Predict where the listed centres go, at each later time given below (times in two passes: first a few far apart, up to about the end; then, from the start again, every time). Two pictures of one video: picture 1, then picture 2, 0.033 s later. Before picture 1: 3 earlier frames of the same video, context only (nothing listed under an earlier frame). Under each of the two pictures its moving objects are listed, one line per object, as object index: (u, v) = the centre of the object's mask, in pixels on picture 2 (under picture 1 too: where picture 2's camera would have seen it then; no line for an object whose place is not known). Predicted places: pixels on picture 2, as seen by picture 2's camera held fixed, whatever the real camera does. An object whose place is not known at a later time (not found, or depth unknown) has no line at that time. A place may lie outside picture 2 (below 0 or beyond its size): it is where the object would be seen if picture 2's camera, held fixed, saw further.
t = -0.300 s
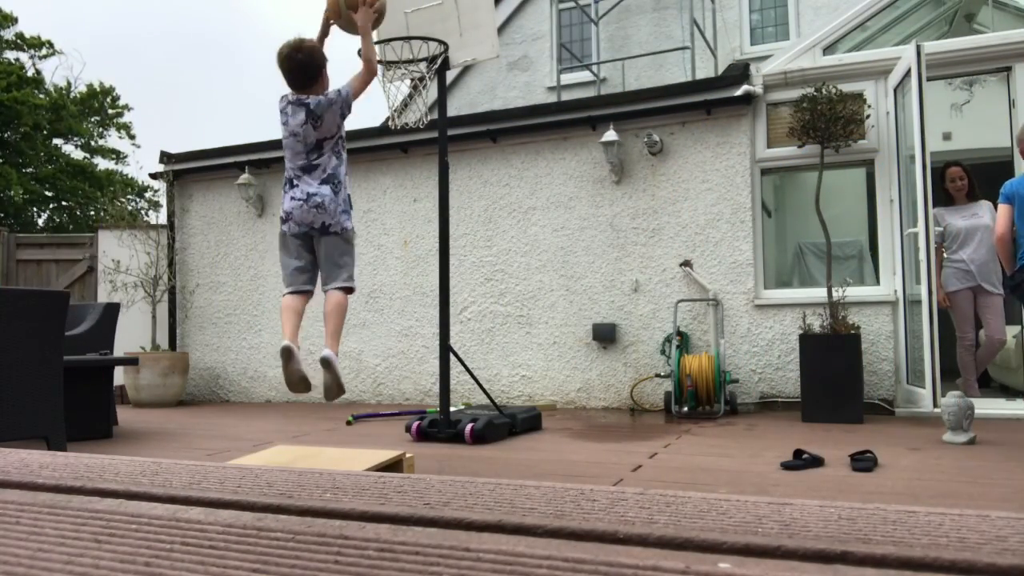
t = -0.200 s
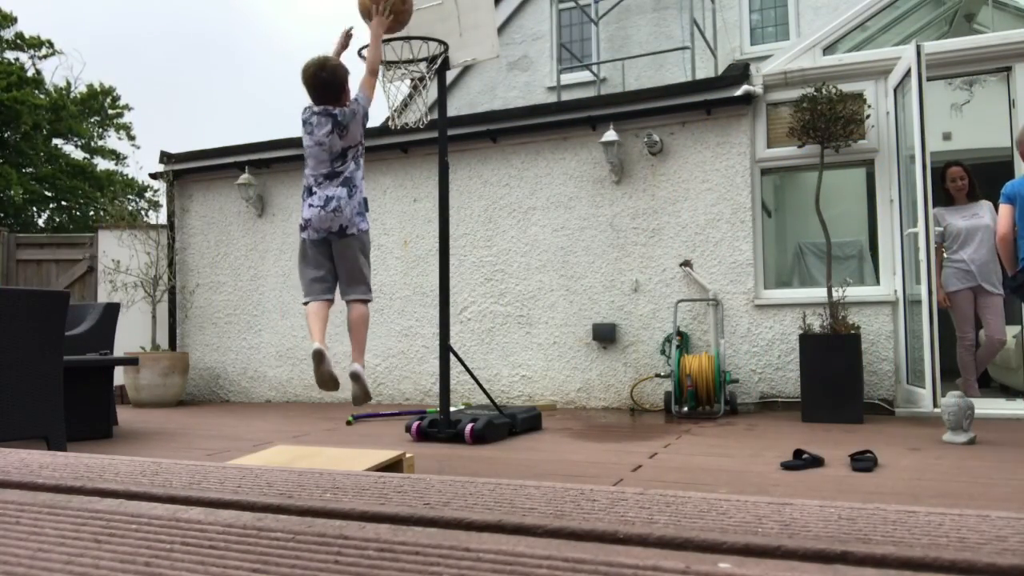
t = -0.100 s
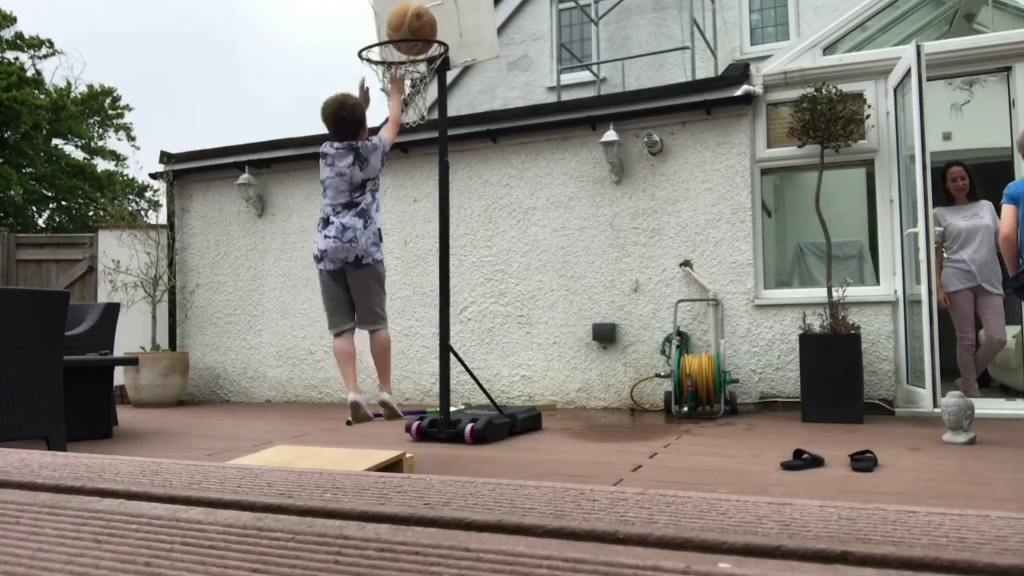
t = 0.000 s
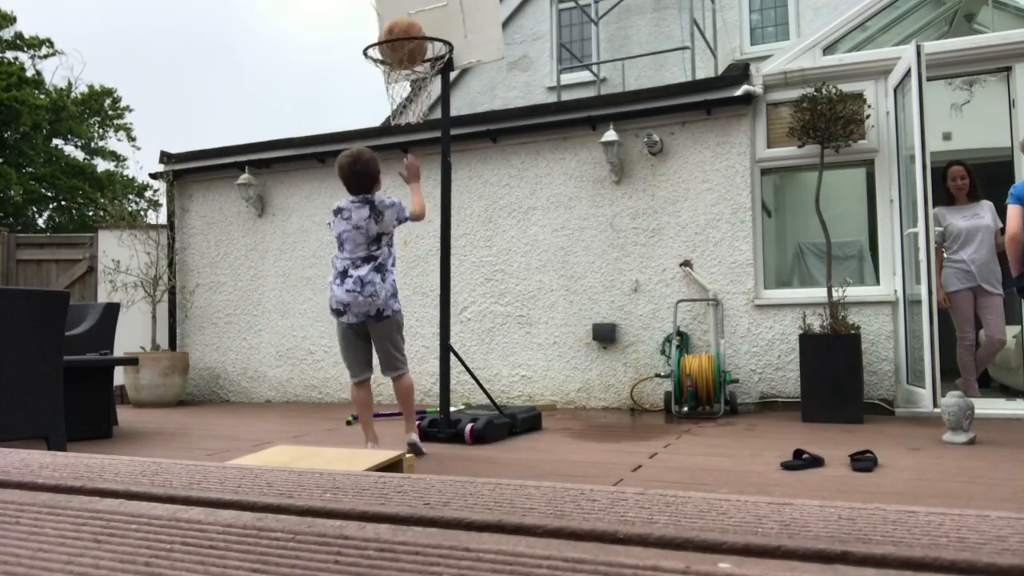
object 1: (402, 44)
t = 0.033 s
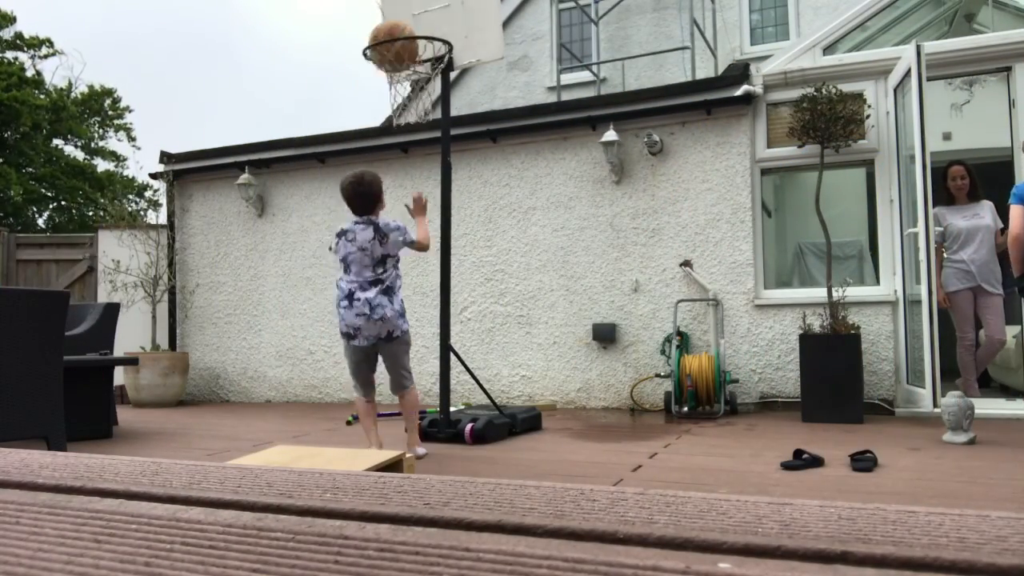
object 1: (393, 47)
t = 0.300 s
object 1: (407, 84)
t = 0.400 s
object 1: (419, 121)
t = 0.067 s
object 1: (388, 47)
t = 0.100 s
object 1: (387, 47)
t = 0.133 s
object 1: (389, 49)
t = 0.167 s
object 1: (392, 52)
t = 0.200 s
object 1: (396, 60)
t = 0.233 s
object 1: (400, 67)
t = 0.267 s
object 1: (403, 75)
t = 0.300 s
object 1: (407, 84)
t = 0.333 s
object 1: (411, 92)
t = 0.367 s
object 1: (415, 106)
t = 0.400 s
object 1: (419, 121)
